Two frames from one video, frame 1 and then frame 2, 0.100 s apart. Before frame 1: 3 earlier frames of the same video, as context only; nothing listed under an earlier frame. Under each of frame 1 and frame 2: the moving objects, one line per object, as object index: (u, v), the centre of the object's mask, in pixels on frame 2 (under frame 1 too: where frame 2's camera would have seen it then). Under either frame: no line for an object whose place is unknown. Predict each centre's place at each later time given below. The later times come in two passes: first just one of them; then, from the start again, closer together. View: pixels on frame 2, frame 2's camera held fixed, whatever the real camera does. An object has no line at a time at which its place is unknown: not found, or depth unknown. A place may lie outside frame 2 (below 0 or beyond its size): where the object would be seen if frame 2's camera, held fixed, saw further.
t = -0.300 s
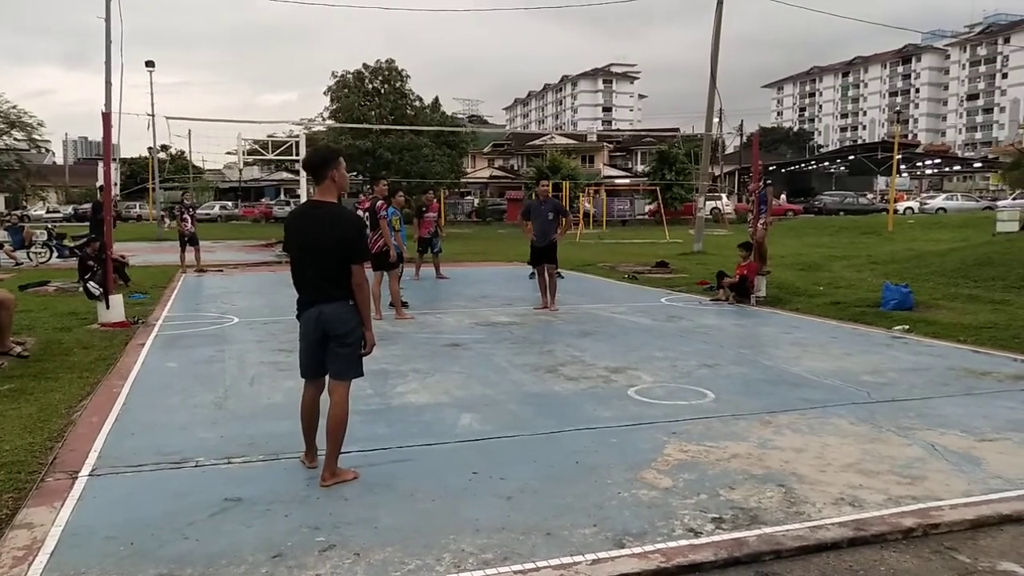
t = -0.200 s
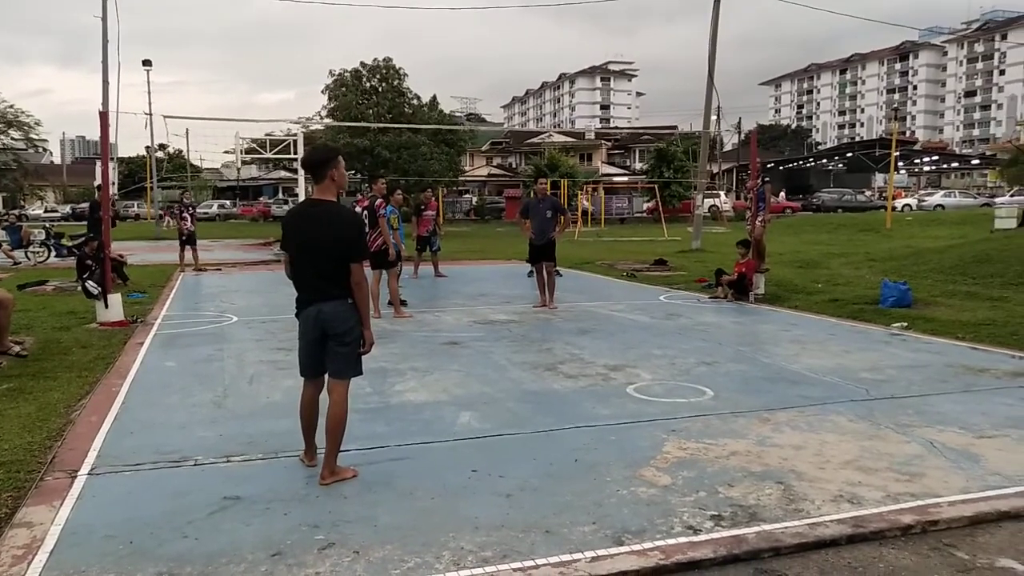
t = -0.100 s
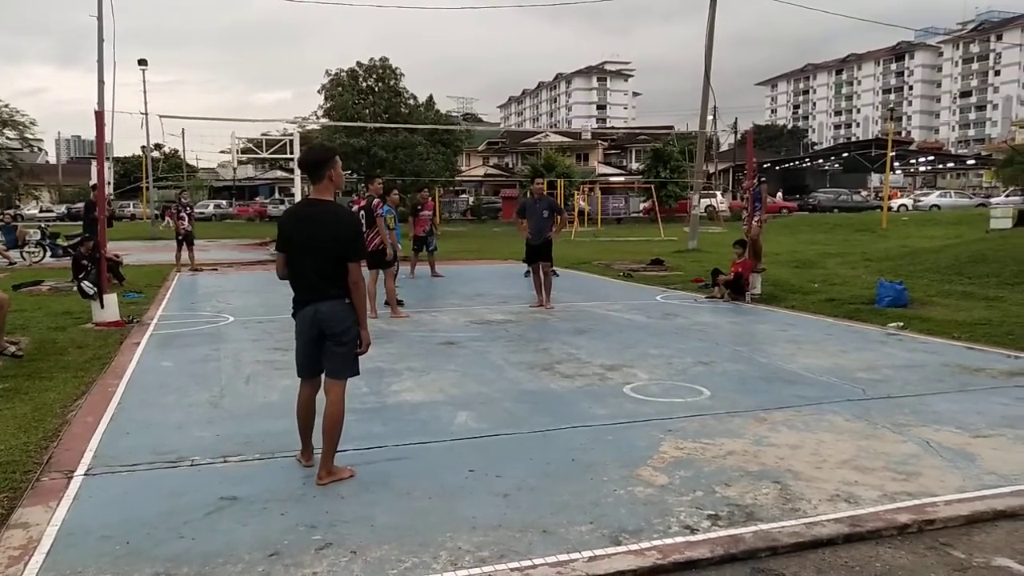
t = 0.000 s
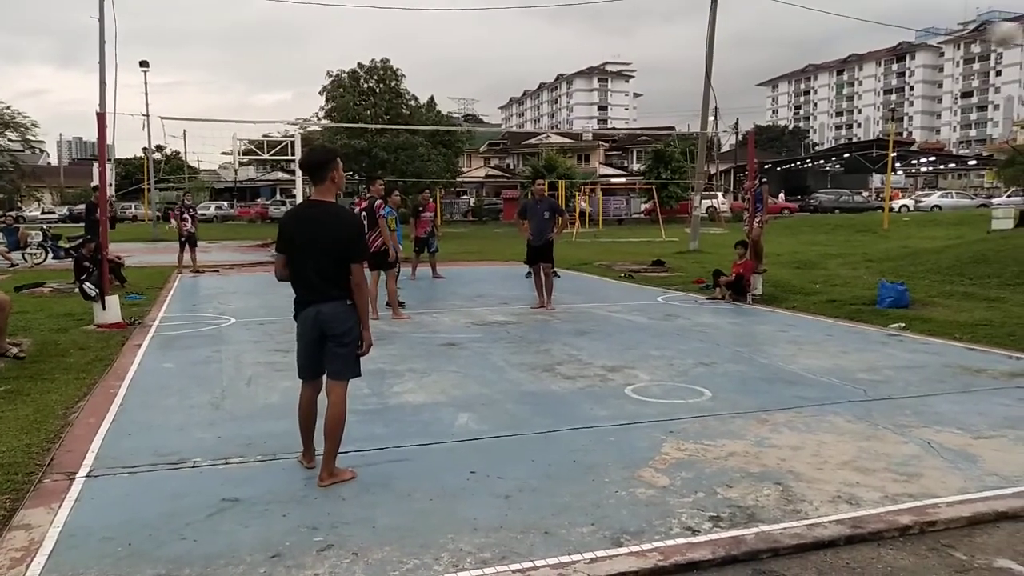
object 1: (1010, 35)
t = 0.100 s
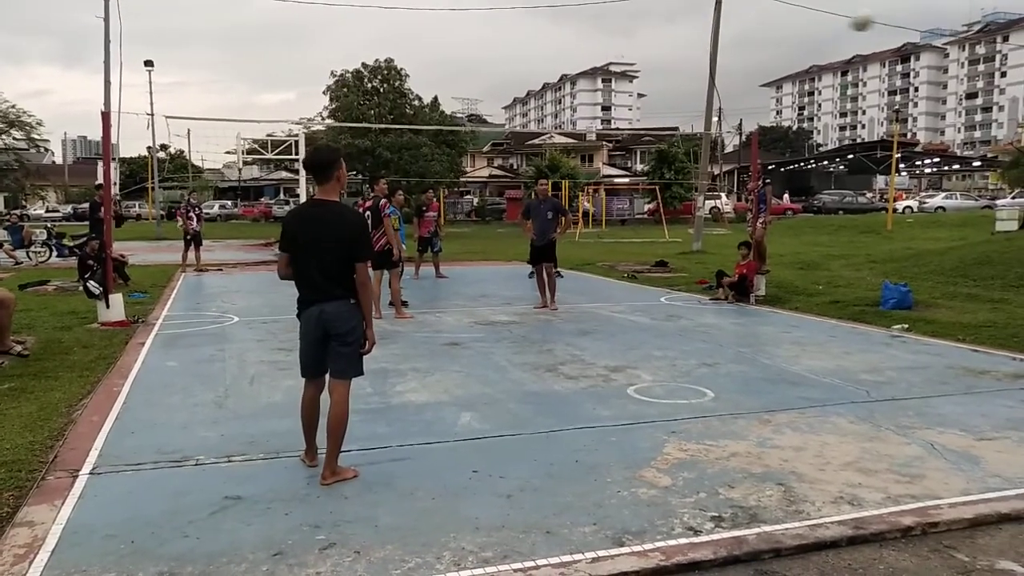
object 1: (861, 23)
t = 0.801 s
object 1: (405, 108)
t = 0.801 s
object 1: (405, 108)
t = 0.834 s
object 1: (393, 117)
